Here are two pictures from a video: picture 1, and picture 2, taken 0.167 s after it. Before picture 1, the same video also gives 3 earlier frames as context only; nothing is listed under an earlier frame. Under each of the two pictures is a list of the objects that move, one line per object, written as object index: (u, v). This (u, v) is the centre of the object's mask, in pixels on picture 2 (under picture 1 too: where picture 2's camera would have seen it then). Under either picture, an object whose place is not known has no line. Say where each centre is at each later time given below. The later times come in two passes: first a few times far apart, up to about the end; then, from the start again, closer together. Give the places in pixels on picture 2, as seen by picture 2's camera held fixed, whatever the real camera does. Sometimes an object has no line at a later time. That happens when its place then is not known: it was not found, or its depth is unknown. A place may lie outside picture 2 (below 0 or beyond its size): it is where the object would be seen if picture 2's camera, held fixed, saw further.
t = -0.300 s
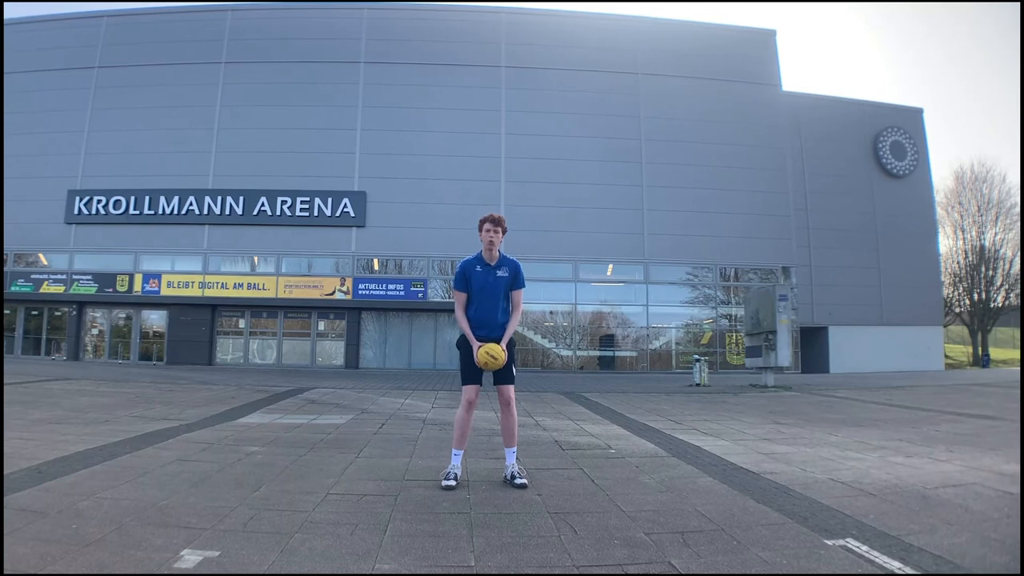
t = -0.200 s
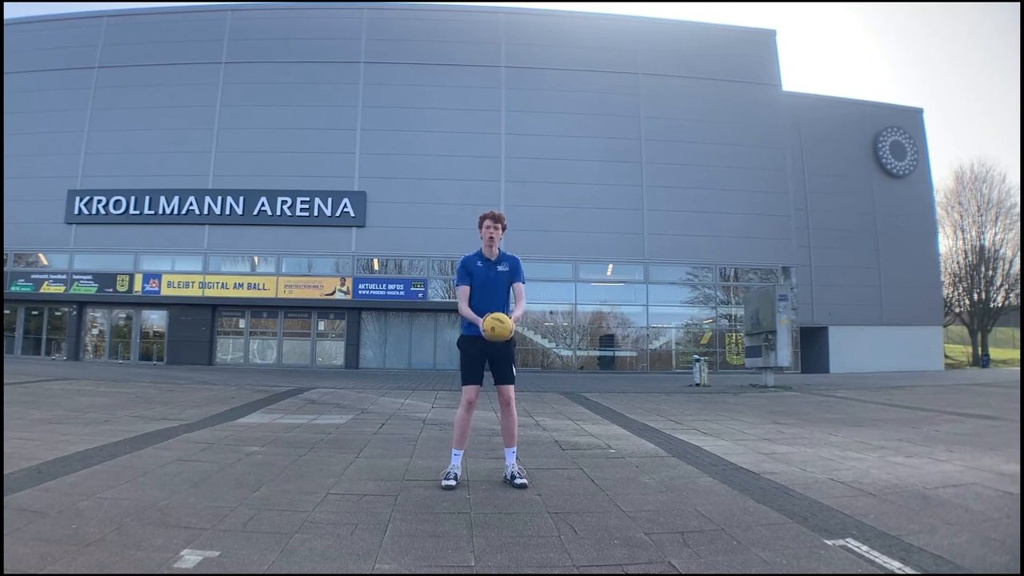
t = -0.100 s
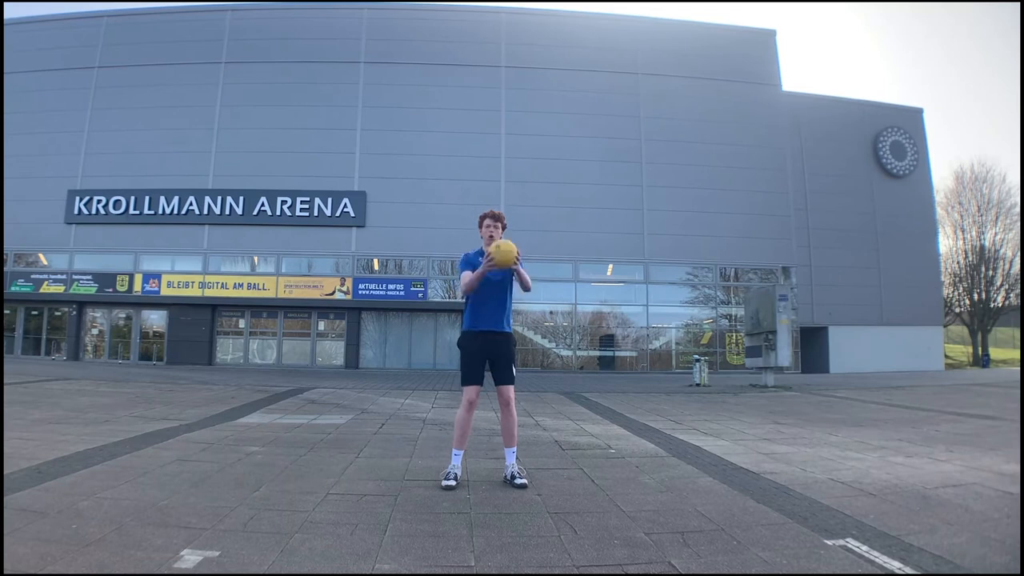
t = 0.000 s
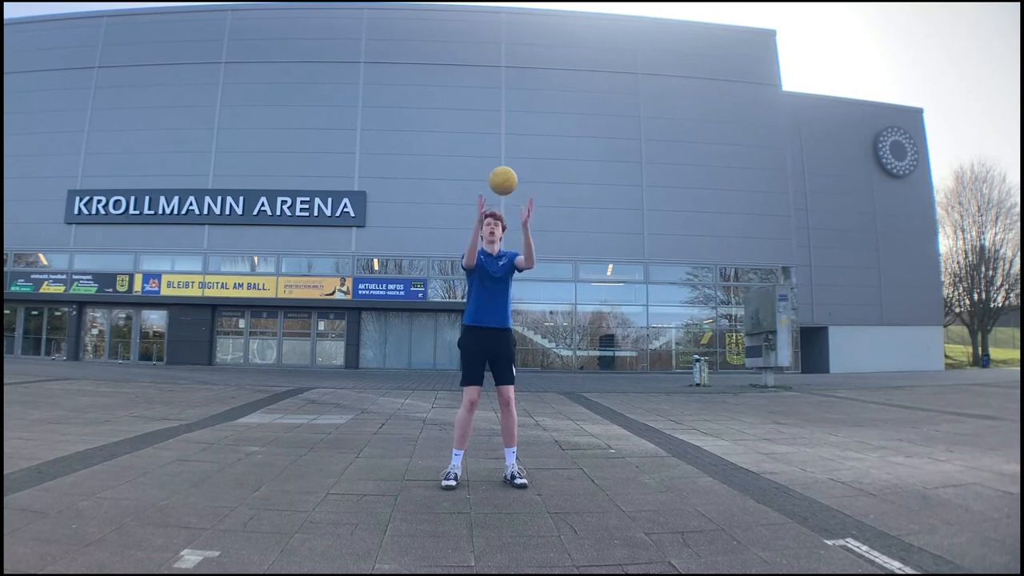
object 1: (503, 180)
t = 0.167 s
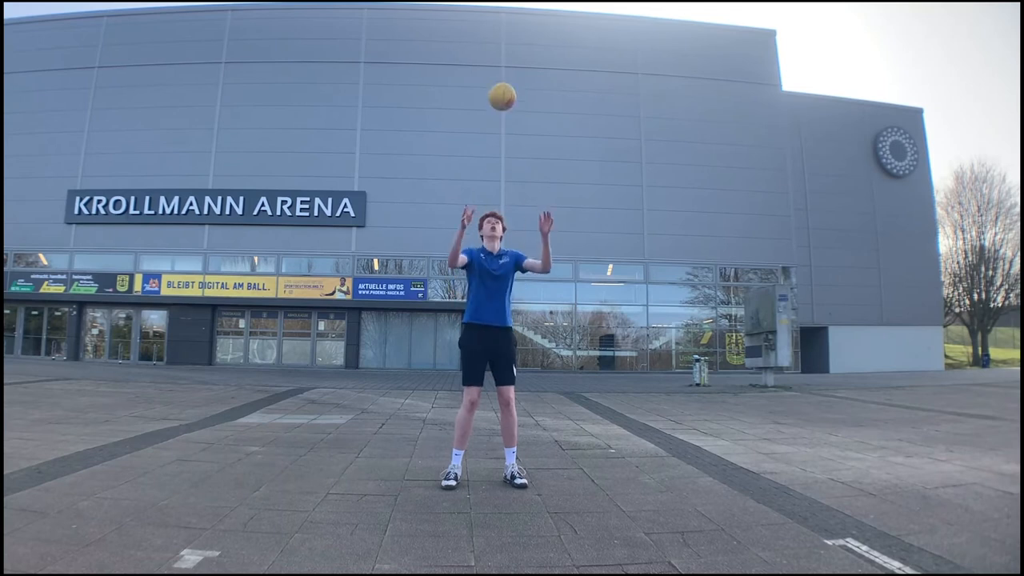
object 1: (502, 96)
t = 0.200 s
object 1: (502, 84)
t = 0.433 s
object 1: (501, 42)
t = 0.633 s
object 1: (500, 56)
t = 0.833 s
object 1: (499, 111)
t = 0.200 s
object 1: (502, 84)
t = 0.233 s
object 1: (501, 75)
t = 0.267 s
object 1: (501, 66)
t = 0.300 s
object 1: (501, 58)
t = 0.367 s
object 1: (501, 48)
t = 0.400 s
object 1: (501, 45)
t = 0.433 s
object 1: (501, 42)
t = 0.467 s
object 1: (501, 42)
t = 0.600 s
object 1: (500, 51)
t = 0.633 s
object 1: (500, 56)
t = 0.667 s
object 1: (500, 62)
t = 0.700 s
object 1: (500, 70)
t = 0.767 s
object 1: (499, 88)
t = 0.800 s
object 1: (499, 99)
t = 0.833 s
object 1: (499, 111)
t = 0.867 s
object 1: (499, 125)
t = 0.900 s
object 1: (498, 139)
